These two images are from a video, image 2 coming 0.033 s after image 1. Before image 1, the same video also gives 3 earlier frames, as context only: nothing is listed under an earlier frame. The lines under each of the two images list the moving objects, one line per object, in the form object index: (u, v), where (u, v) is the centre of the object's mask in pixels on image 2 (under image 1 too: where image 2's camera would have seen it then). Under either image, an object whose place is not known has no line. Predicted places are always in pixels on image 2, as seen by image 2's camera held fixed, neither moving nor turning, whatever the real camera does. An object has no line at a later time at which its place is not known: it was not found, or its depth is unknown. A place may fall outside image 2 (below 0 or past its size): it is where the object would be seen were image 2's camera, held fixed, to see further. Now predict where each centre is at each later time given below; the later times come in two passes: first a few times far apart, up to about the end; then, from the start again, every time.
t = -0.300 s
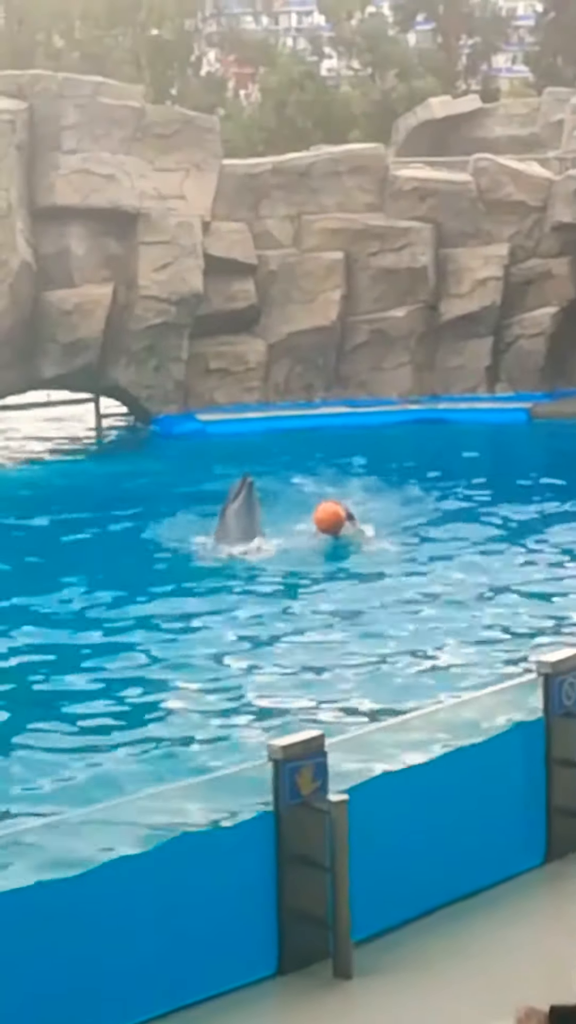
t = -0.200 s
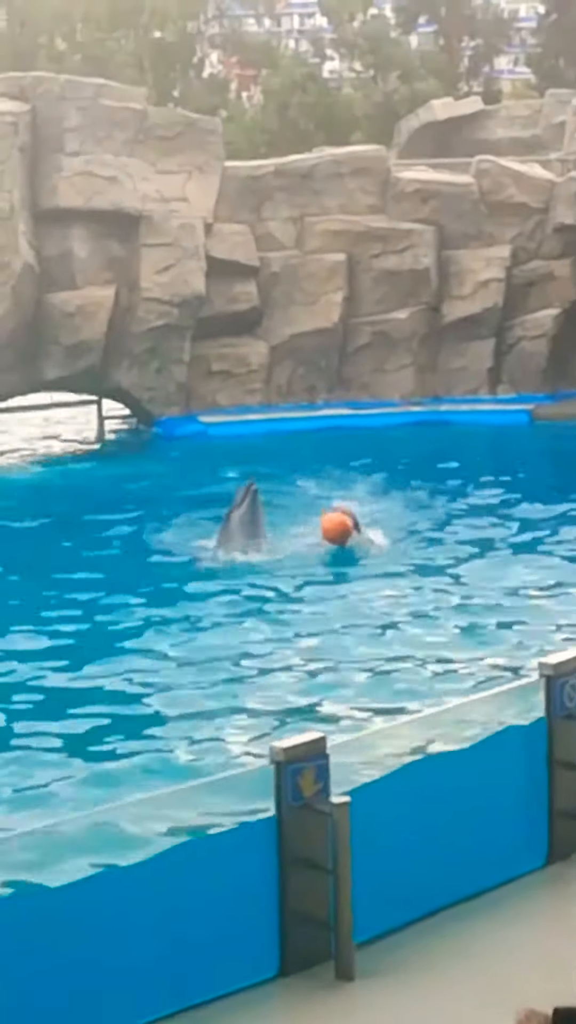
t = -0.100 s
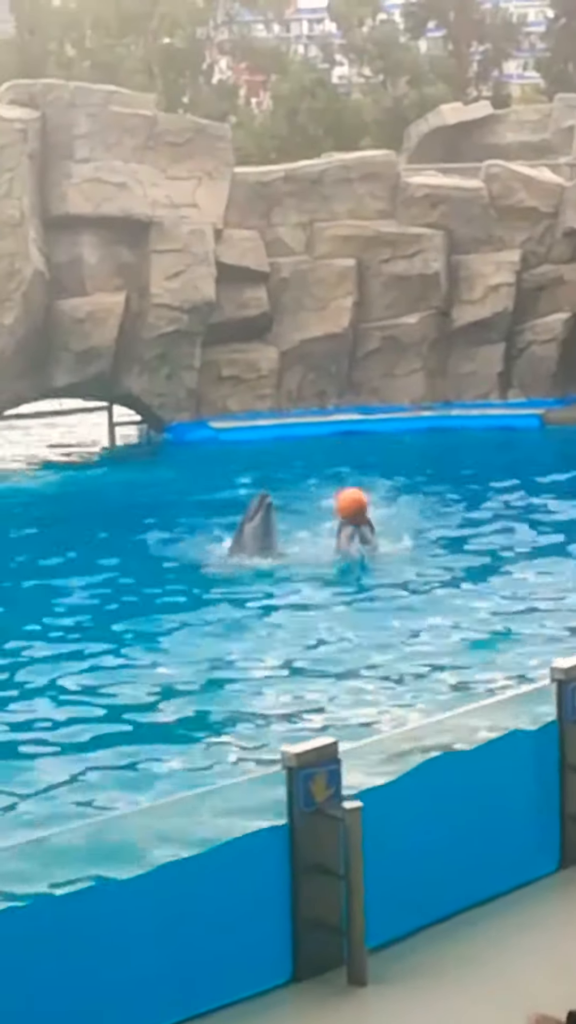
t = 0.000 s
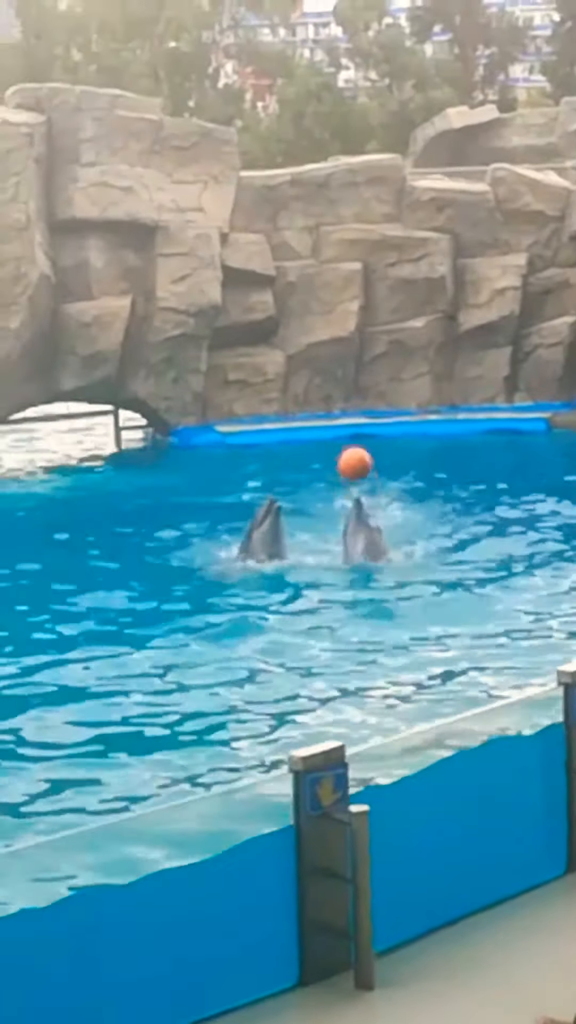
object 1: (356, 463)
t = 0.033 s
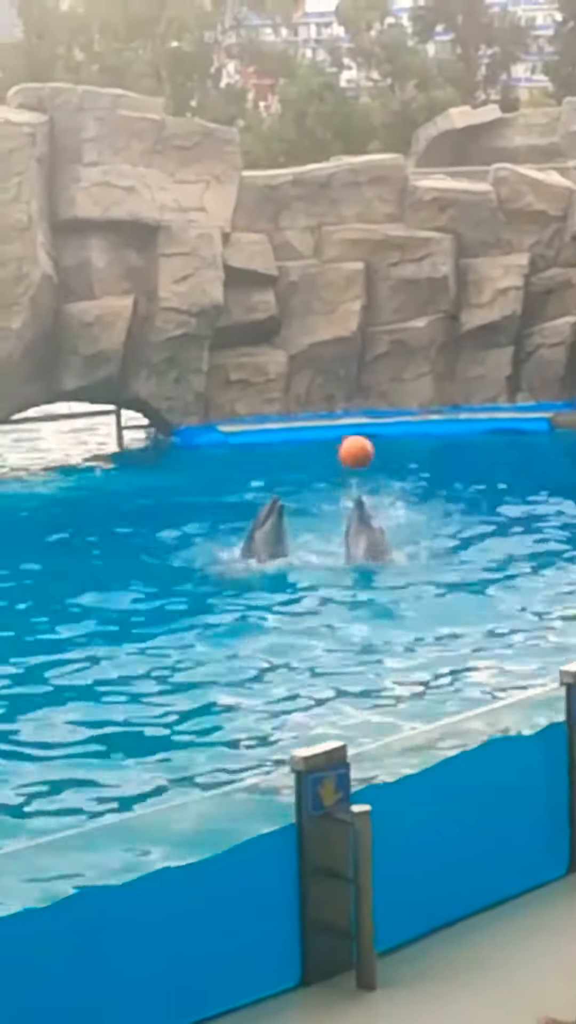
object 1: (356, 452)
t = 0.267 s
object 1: (350, 414)
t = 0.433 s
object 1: (348, 435)
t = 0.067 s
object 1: (355, 441)
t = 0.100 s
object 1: (354, 432)
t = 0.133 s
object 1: (353, 425)
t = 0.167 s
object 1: (352, 420)
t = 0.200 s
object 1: (351, 417)
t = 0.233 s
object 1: (351, 414)
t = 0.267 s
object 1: (350, 414)
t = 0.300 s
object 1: (350, 415)
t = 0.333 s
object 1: (349, 417)
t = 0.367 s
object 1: (349, 422)
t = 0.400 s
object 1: (348, 428)
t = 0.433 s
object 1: (348, 435)
